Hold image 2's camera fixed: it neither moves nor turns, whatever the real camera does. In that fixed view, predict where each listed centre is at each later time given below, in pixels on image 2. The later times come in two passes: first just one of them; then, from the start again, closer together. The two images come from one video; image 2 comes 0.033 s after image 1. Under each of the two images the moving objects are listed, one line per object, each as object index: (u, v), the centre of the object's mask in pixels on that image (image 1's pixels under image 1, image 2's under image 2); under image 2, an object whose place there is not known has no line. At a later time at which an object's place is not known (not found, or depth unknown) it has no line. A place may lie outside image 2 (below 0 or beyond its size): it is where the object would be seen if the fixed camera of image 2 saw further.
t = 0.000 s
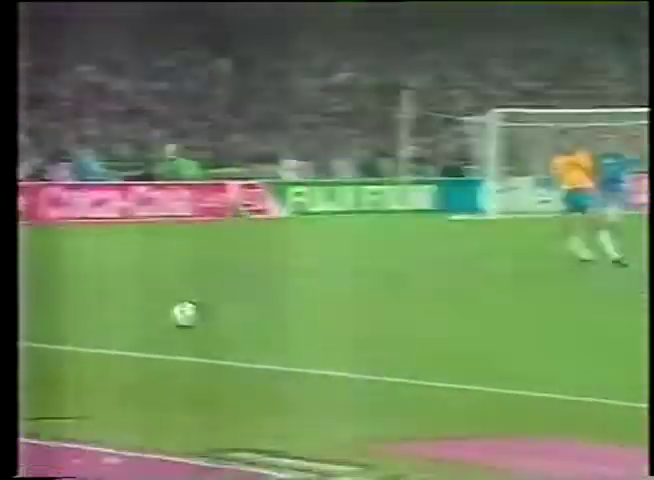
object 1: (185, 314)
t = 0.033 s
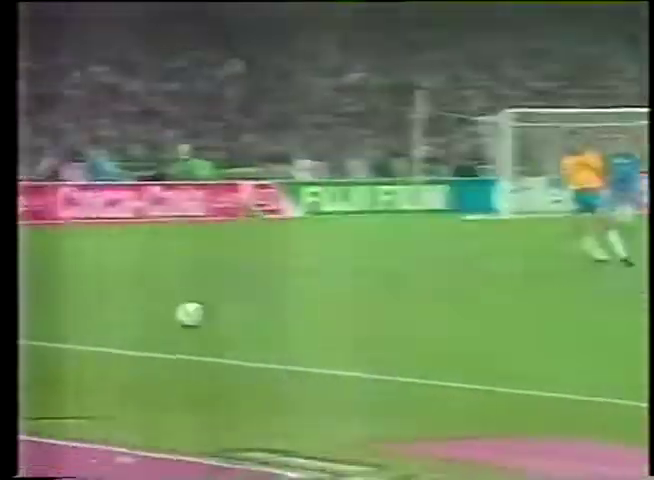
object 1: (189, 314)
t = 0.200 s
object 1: (151, 314)
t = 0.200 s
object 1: (151, 314)
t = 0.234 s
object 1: (140, 314)
